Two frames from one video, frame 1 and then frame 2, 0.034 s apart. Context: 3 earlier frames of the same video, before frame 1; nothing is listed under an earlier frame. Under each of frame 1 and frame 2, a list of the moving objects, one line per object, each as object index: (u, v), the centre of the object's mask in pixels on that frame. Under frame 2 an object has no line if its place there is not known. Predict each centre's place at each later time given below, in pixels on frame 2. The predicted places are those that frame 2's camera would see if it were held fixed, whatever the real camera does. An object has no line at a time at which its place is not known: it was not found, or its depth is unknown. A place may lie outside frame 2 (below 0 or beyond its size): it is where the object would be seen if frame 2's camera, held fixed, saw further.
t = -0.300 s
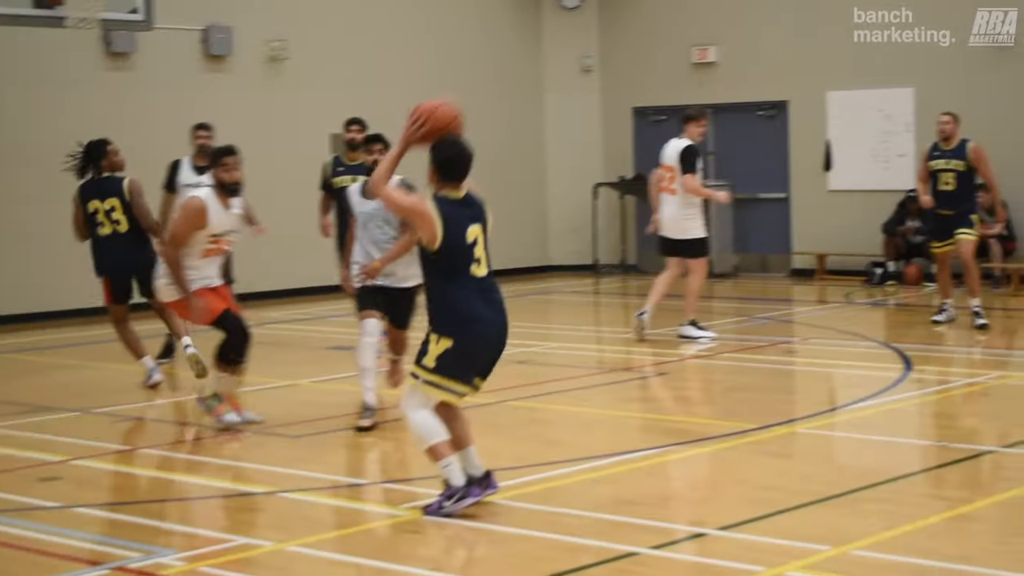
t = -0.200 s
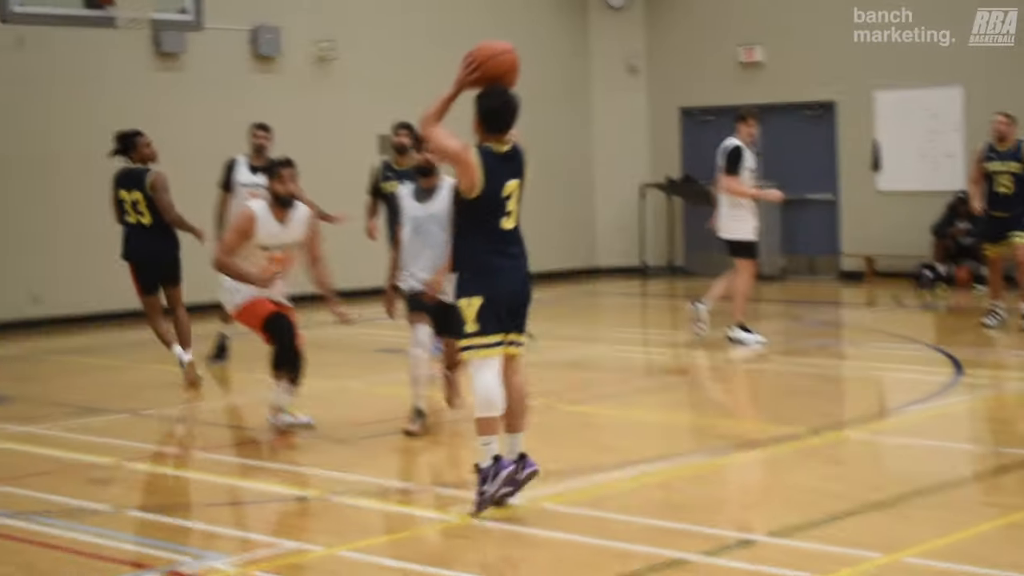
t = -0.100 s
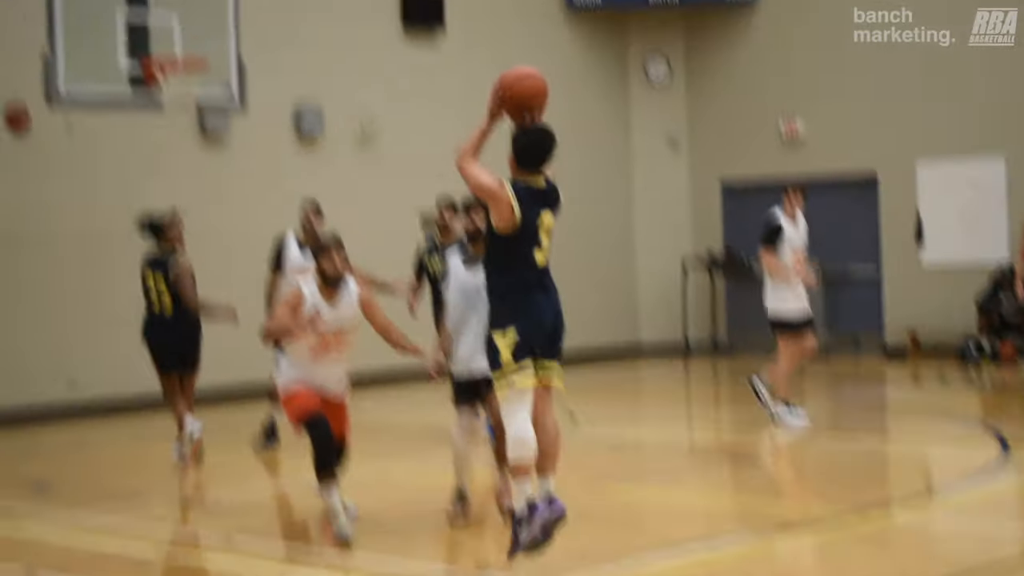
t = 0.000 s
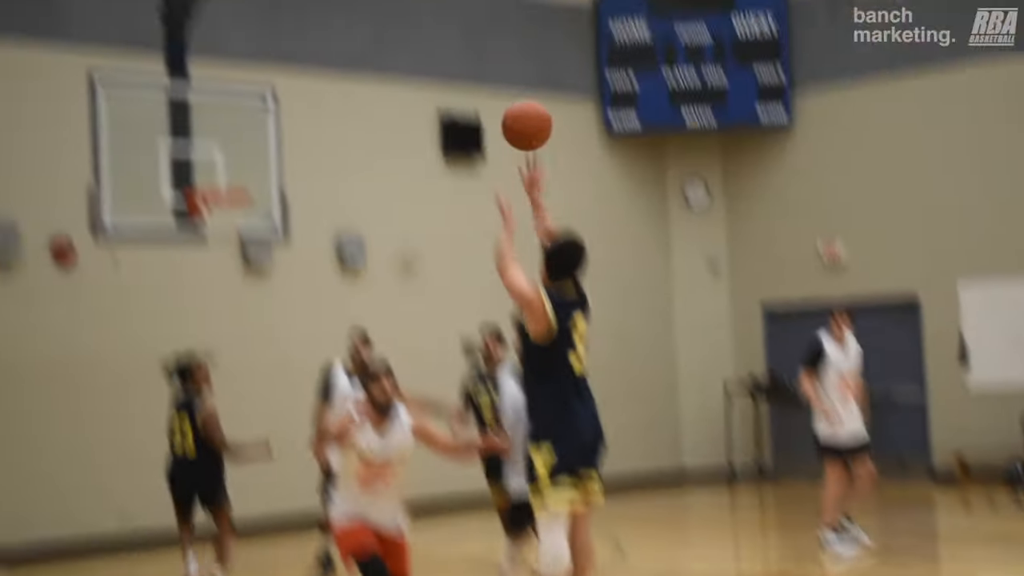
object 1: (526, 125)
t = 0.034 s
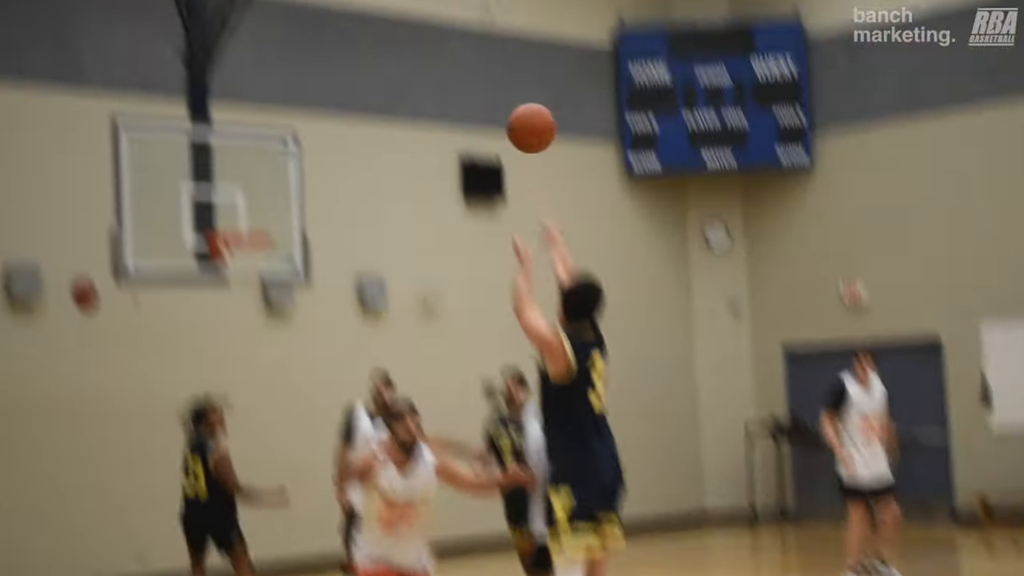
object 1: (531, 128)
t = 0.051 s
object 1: (523, 107)
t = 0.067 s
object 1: (514, 90)
